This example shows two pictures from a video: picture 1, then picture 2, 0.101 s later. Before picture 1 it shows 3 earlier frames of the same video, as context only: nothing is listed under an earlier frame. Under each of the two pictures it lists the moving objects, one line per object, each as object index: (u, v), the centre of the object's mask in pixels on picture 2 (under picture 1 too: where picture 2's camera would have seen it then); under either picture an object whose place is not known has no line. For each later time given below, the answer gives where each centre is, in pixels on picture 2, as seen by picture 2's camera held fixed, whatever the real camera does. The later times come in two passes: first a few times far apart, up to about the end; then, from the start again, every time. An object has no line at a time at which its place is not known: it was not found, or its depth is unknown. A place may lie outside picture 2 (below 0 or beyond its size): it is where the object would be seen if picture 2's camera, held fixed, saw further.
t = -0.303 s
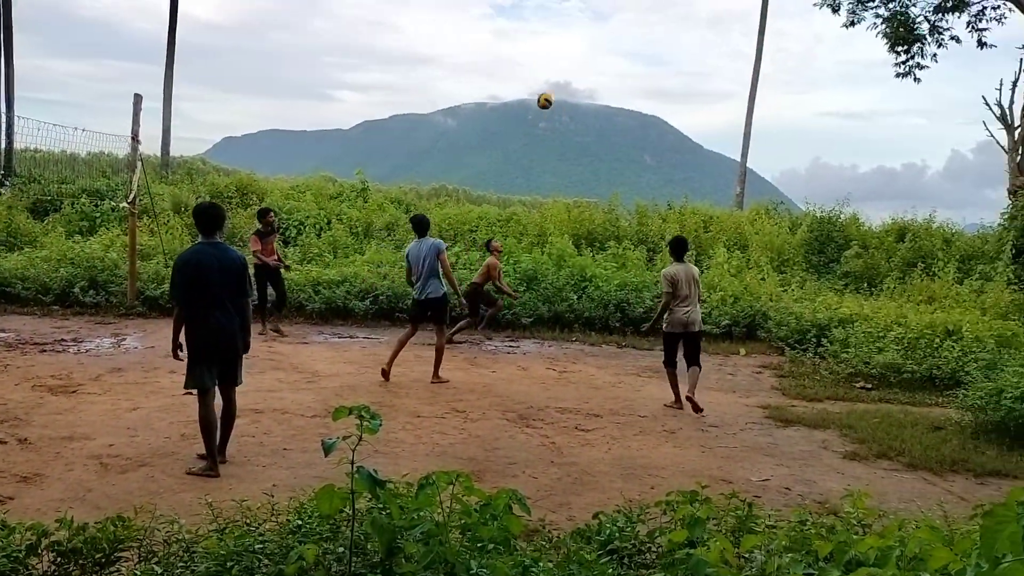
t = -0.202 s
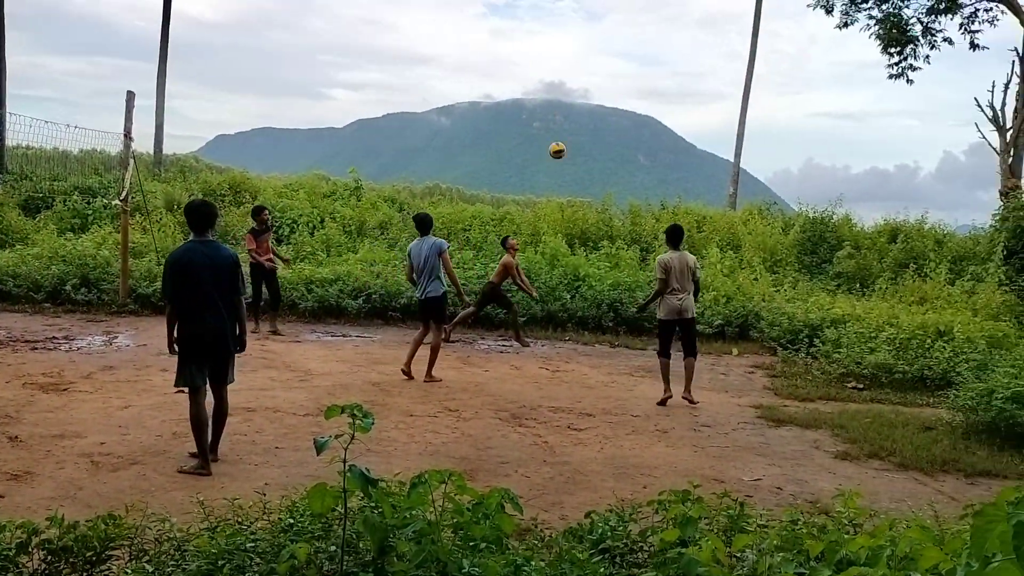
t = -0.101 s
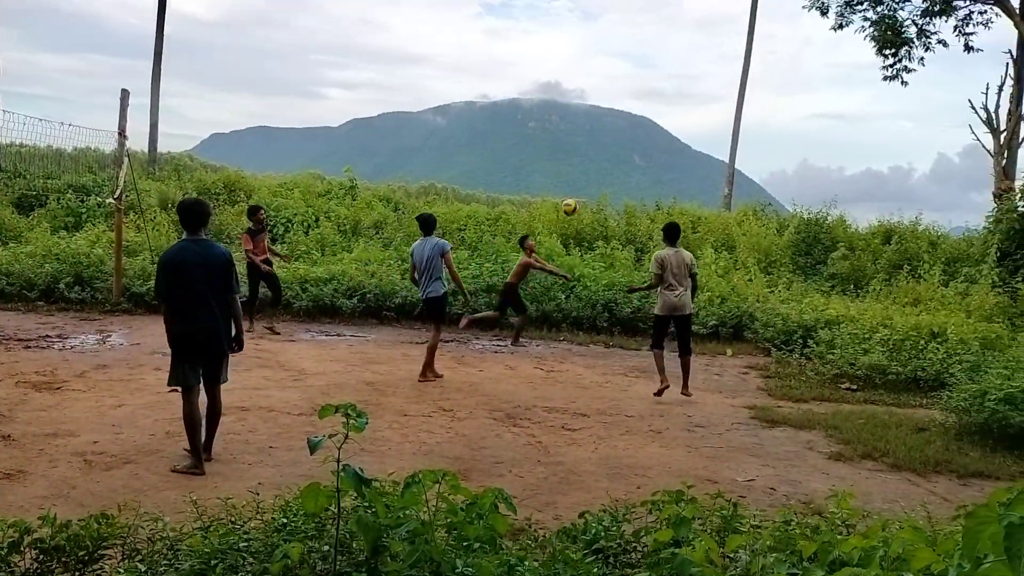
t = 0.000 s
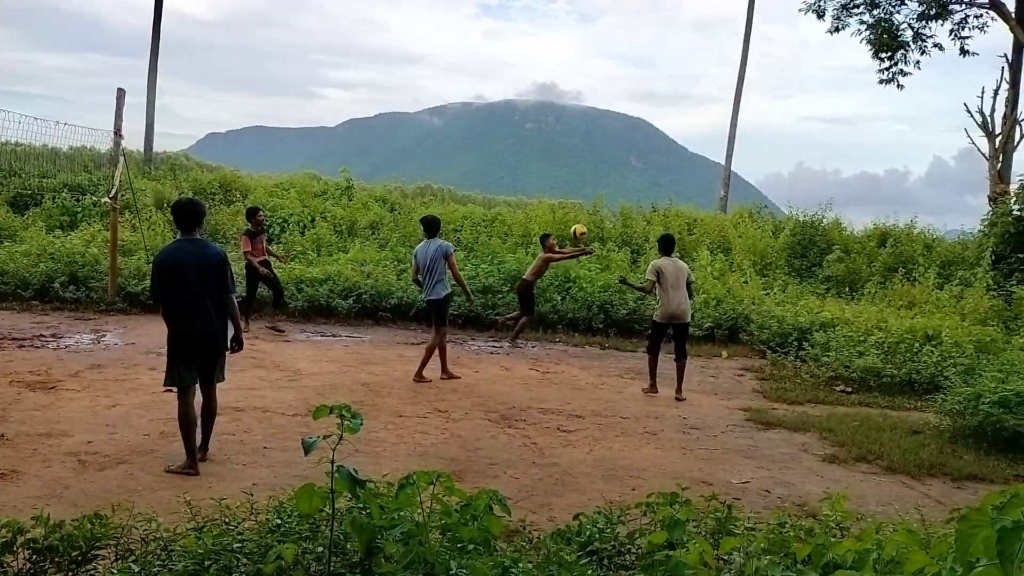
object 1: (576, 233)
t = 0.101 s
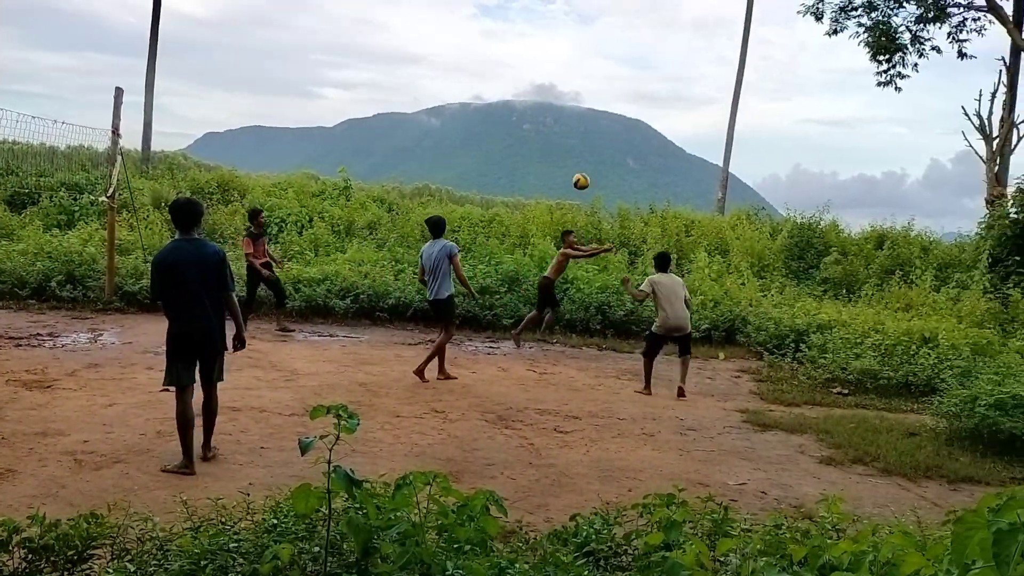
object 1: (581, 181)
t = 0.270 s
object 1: (587, 104)
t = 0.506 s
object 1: (593, 22)
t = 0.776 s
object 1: (595, -15)
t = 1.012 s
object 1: (593, -1)
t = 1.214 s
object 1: (587, 73)
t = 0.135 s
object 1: (582, 165)
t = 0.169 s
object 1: (584, 149)
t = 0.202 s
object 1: (585, 133)
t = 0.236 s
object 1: (586, 119)
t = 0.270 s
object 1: (587, 104)
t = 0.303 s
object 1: (588, 90)
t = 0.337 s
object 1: (589, 78)
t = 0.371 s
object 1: (590, 65)
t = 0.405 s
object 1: (591, 54)
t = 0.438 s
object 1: (592, 43)
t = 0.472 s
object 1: (593, 32)
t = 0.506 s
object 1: (593, 22)
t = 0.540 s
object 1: (594, 14)
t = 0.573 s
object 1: (594, 6)
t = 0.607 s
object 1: (595, -1)
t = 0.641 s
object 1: (595, -5)
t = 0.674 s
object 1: (595, -9)
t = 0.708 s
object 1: (595, -12)
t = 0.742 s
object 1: (595, -14)
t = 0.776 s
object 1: (595, -15)
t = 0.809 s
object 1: (595, -15)
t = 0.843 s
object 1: (595, -14)
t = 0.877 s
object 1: (594, -13)
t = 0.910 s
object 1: (594, -11)
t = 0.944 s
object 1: (594, -8)
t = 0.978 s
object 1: (594, -5)
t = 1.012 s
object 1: (593, -1)
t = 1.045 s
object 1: (592, 7)
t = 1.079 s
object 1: (592, 17)
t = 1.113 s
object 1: (591, 29)
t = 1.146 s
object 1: (590, 42)
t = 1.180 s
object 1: (589, 57)
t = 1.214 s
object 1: (587, 73)
